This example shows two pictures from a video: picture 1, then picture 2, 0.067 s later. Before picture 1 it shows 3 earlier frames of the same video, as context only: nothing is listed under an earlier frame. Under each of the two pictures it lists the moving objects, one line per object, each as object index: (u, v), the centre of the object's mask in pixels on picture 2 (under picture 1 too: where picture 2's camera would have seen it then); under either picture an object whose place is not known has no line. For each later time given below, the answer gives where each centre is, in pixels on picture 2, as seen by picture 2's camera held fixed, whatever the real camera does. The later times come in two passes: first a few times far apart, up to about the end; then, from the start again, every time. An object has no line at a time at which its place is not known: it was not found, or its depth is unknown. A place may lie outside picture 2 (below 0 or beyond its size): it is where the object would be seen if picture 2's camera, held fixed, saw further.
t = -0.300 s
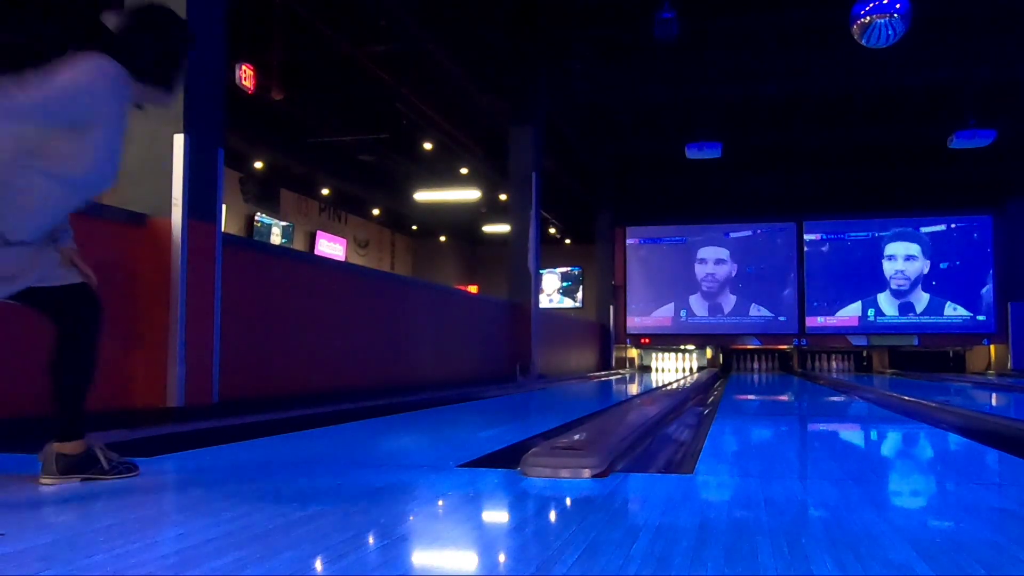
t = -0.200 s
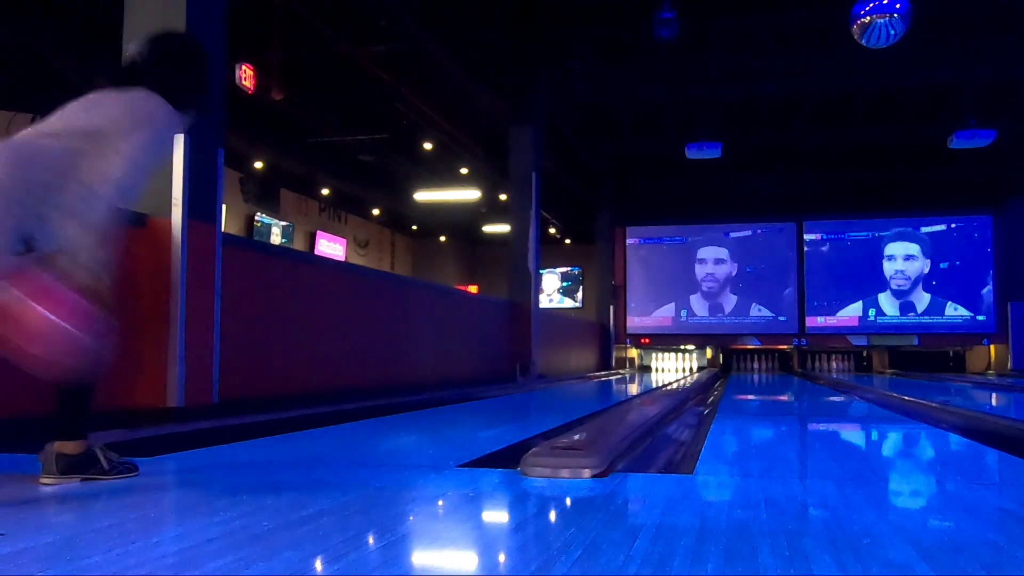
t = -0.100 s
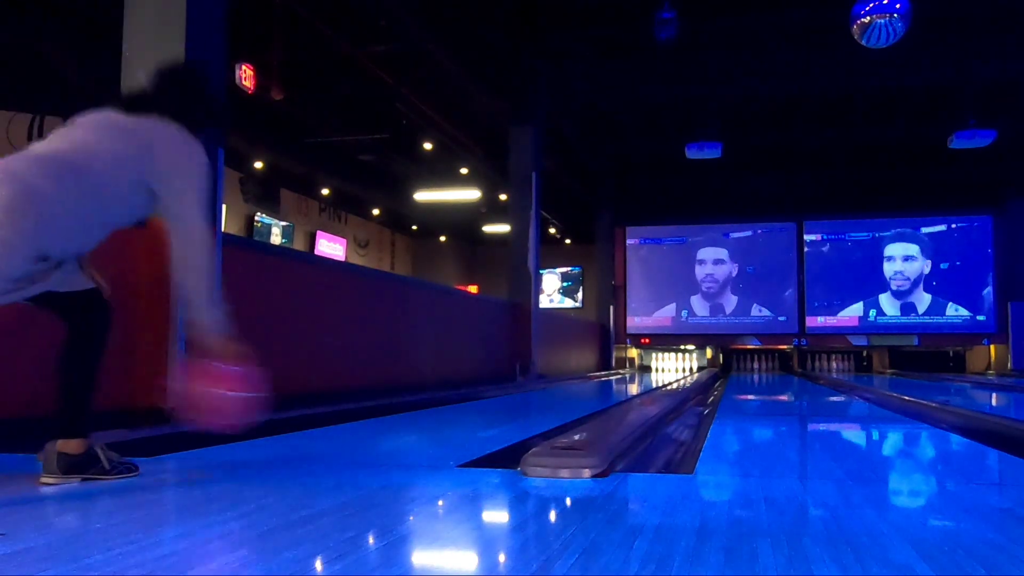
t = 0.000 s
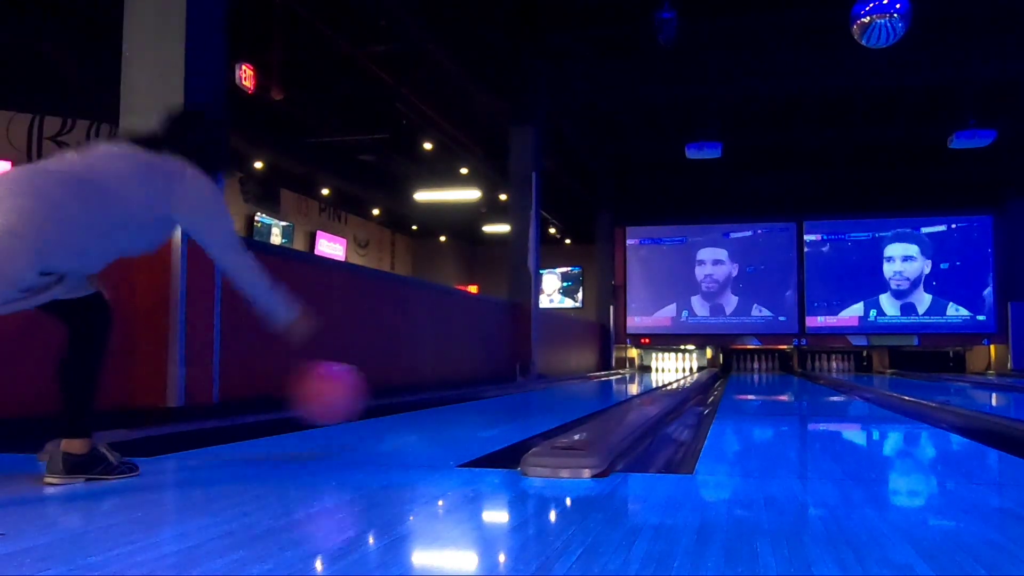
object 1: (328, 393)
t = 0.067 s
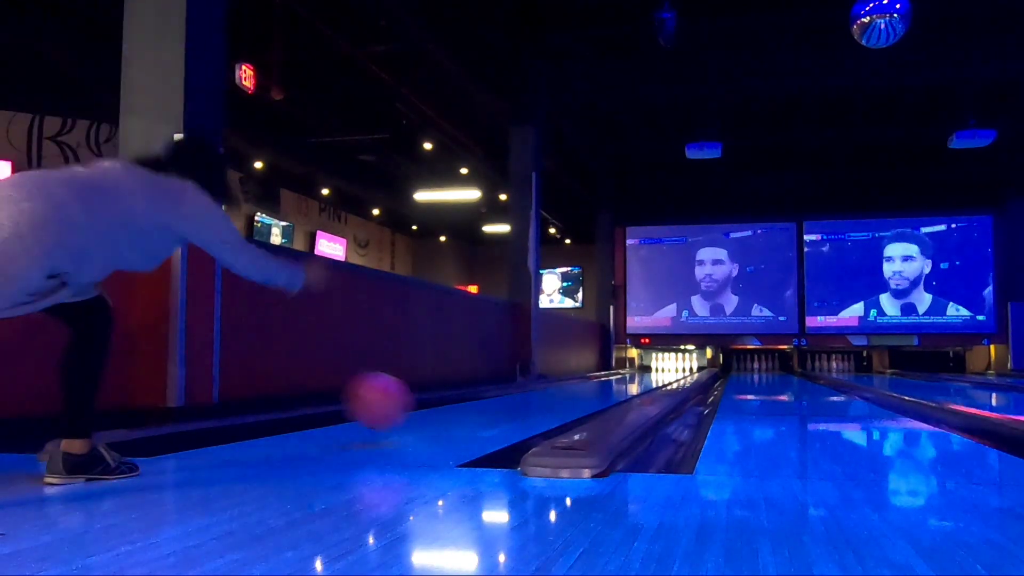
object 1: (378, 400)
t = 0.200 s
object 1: (454, 399)
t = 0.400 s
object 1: (527, 395)
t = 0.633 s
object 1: (579, 388)
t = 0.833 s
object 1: (610, 383)
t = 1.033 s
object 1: (631, 380)
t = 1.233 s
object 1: (645, 378)
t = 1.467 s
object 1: (659, 375)
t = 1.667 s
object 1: (669, 373)
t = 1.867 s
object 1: (677, 373)
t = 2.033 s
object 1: (684, 374)
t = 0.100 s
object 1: (400, 409)
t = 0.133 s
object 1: (420, 407)
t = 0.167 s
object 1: (438, 401)
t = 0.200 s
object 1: (454, 399)
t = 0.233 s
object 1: (469, 399)
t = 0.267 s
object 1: (482, 401)
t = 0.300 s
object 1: (495, 398)
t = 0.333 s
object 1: (506, 397)
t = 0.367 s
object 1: (518, 396)
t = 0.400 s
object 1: (527, 395)
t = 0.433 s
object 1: (535, 393)
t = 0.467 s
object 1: (544, 392)
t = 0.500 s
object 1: (552, 392)
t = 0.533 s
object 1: (559, 391)
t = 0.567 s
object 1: (566, 389)
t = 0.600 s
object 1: (573, 388)
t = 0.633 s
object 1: (579, 388)
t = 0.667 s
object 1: (585, 387)
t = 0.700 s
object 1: (590, 387)
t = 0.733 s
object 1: (595, 386)
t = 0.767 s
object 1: (600, 385)
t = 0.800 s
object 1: (604, 384)
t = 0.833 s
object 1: (610, 383)
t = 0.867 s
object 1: (613, 383)
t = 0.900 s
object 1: (616, 383)
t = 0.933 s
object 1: (621, 381)
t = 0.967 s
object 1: (624, 381)
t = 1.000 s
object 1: (628, 380)
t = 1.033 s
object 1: (631, 380)
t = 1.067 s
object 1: (633, 380)
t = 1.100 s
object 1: (636, 379)
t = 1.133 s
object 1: (639, 379)
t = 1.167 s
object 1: (642, 378)
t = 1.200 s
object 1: (644, 378)
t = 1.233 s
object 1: (645, 378)
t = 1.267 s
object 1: (647, 378)
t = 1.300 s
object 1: (649, 376)
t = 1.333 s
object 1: (651, 376)
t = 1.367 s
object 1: (653, 376)
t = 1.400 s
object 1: (656, 376)
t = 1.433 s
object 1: (658, 375)
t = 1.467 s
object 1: (659, 375)
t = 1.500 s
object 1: (661, 375)
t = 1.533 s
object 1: (662, 375)
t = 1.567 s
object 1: (664, 374)
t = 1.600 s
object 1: (664, 374)
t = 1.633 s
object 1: (667, 374)
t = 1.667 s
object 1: (669, 373)
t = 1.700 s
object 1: (669, 373)
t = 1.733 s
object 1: (670, 373)
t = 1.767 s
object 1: (672, 373)
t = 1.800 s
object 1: (673, 373)
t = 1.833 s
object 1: (675, 373)
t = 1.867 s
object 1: (677, 373)
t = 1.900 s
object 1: (679, 374)
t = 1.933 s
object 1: (681, 375)
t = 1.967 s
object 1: (683, 375)
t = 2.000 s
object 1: (684, 375)
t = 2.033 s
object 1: (684, 374)
